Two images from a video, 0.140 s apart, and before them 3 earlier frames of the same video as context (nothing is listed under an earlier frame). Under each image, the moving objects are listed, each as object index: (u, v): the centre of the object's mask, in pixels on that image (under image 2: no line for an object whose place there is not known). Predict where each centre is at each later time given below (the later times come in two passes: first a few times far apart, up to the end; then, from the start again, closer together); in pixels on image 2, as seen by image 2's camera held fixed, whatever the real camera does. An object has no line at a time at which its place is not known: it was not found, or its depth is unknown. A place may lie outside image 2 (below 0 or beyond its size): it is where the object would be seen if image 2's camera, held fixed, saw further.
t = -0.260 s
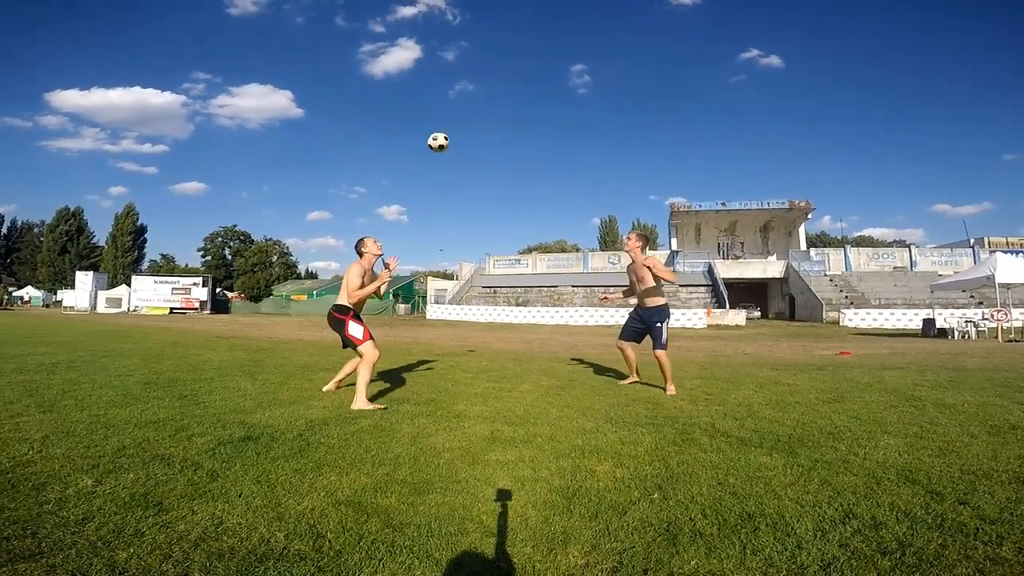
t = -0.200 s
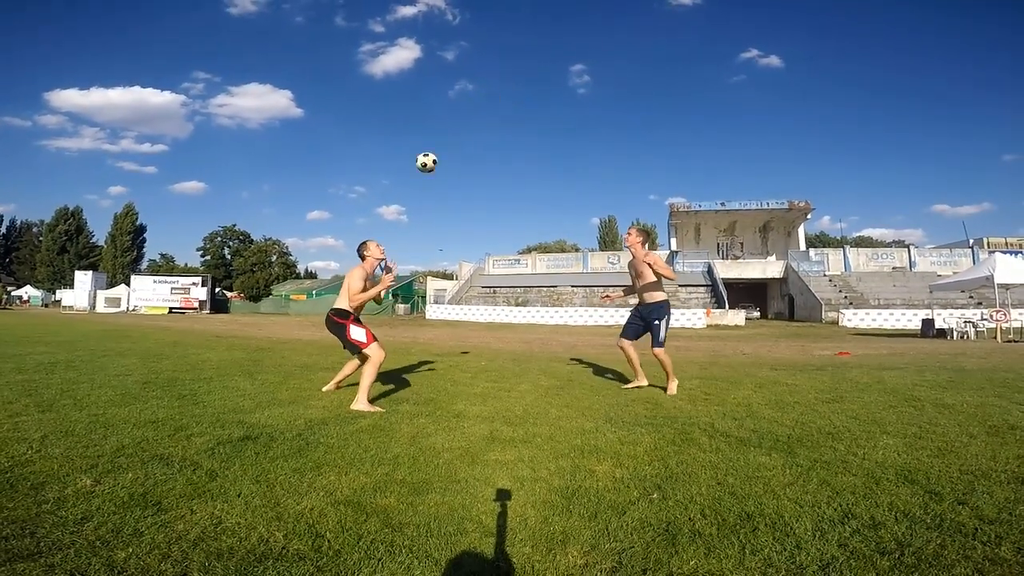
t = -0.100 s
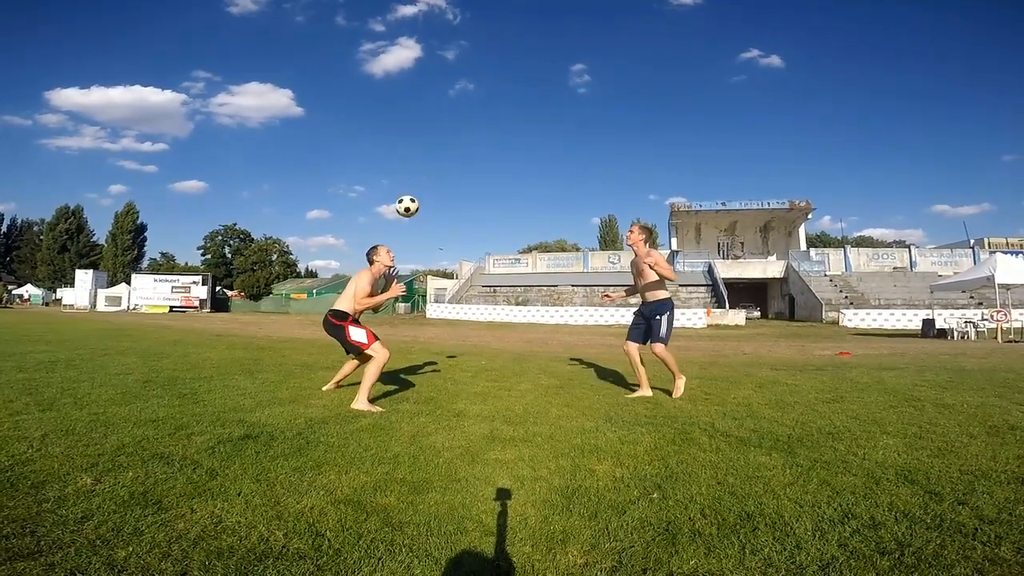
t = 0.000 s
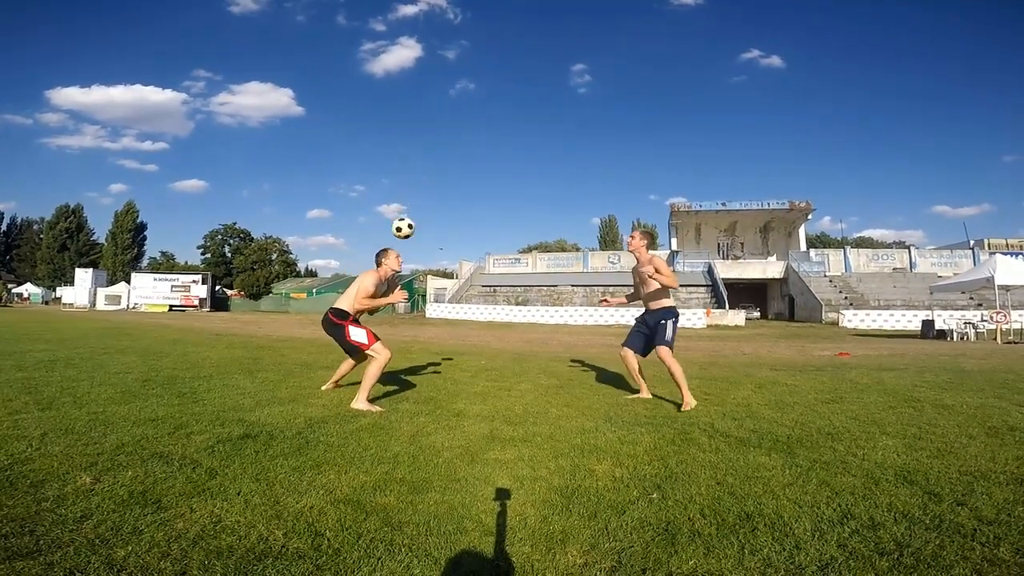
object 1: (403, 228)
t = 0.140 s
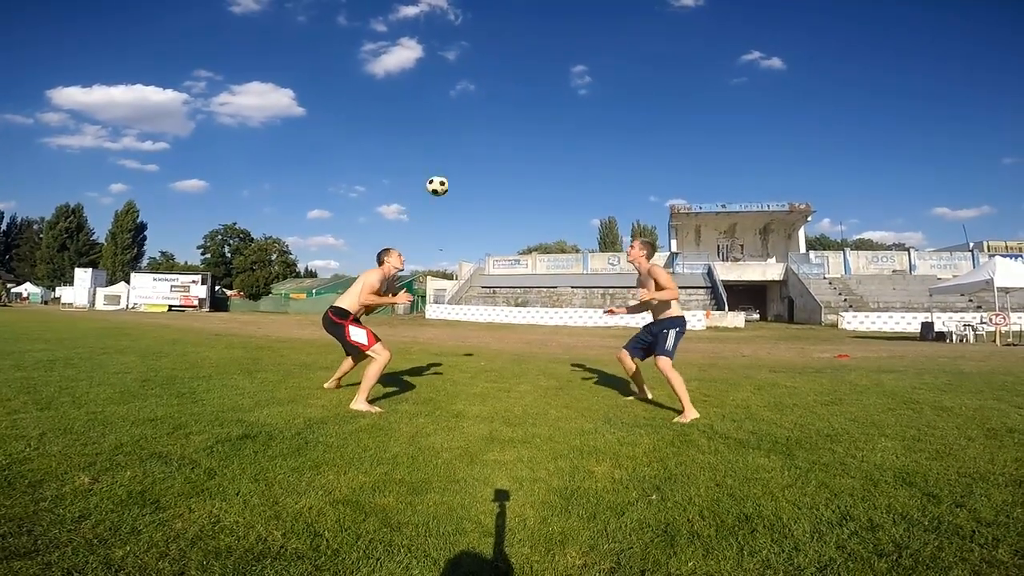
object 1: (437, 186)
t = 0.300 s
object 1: (472, 163)
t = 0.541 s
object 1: (515, 174)
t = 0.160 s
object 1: (442, 181)
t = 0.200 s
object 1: (451, 174)
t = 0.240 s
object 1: (459, 169)
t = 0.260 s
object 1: (464, 167)
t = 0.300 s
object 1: (472, 163)
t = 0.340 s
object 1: (480, 162)
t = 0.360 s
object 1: (483, 161)
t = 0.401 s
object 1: (491, 161)
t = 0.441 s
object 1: (499, 163)
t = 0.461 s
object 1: (503, 164)
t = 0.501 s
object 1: (509, 168)
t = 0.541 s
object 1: (515, 174)
